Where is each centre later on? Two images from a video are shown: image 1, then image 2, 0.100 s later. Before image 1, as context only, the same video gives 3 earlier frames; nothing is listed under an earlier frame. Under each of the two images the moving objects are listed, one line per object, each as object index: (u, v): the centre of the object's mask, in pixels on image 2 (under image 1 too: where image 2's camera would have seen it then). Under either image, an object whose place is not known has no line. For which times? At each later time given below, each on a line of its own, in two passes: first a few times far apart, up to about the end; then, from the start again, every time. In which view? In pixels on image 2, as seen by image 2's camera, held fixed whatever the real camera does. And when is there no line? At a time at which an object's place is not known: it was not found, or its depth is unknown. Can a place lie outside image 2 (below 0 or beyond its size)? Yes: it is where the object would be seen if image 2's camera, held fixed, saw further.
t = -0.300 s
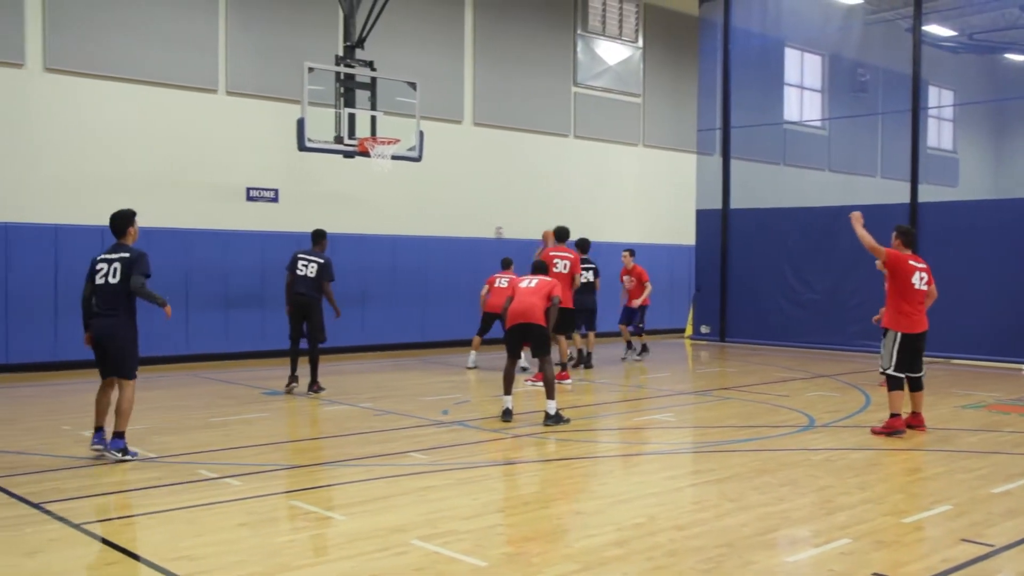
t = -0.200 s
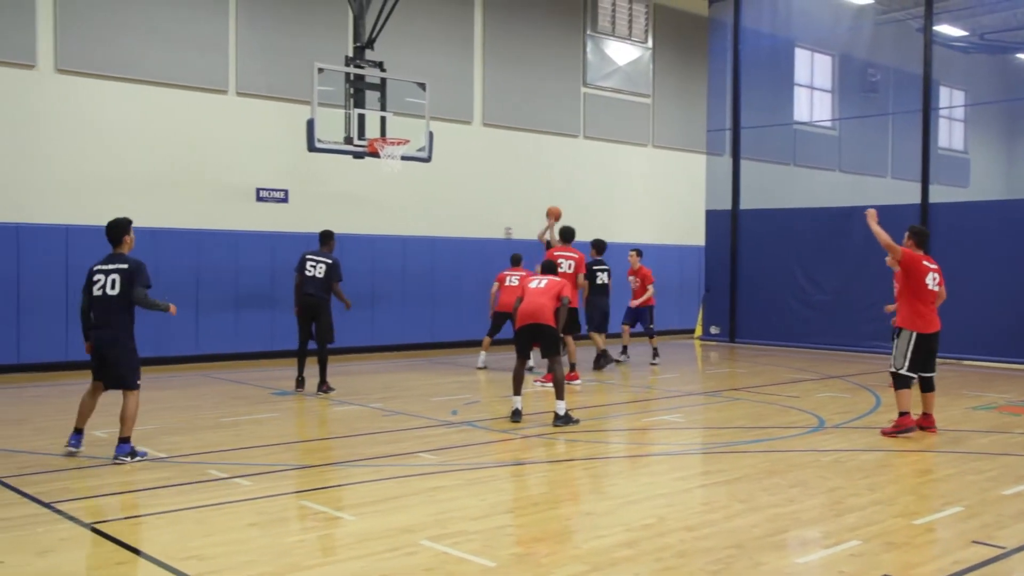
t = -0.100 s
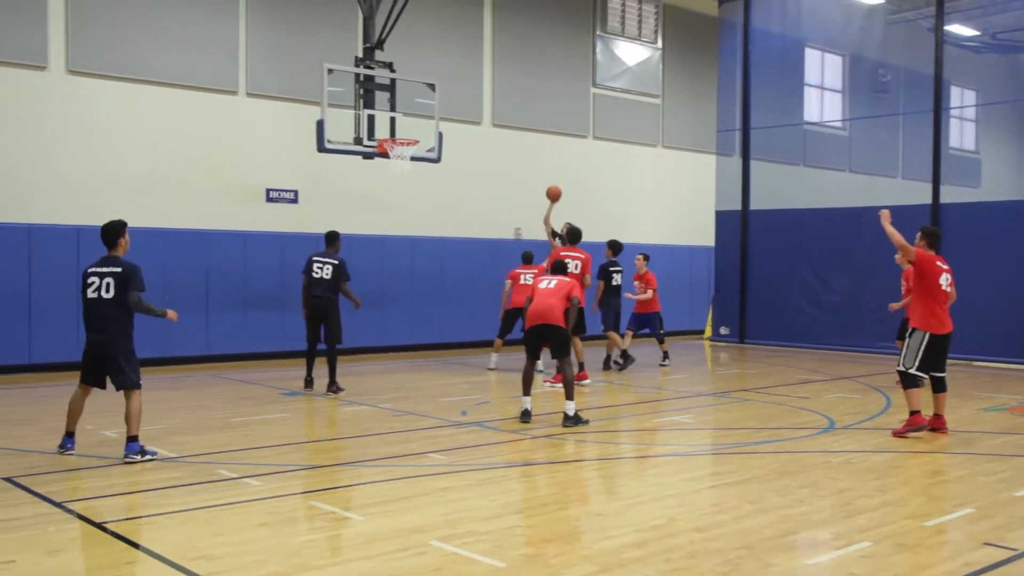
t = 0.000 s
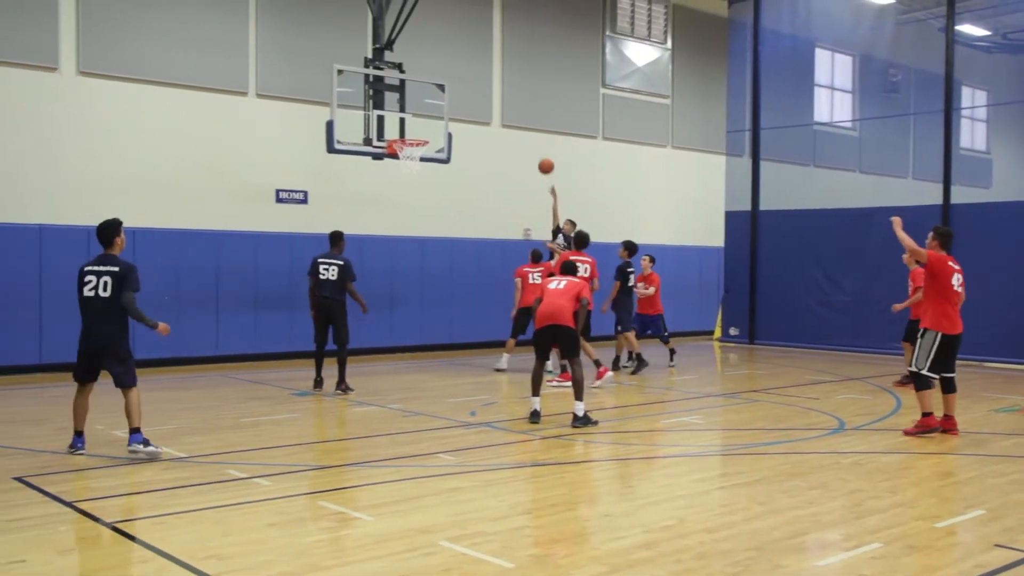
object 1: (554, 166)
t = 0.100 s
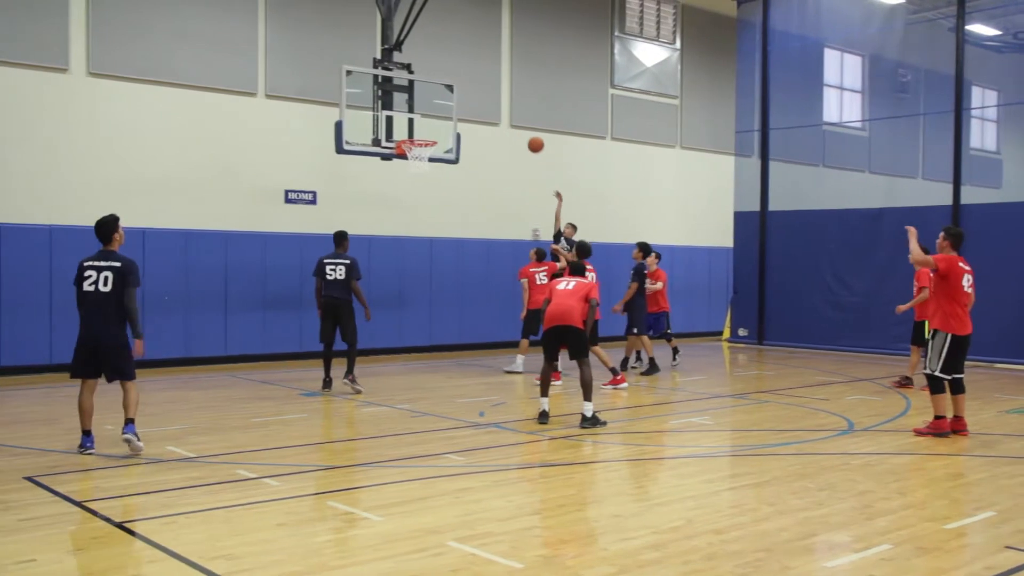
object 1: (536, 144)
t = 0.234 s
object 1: (509, 125)
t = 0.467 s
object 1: (460, 119)
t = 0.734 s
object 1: (411, 159)
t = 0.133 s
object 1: (529, 138)
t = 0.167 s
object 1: (523, 133)
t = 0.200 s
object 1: (516, 129)
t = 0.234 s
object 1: (509, 125)
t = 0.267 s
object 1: (503, 121)
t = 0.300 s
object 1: (495, 119)
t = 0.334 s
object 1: (489, 118)
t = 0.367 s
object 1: (482, 117)
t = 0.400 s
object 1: (475, 117)
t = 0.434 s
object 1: (468, 117)
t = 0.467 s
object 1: (460, 119)
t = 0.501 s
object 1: (452, 121)
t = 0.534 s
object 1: (445, 125)
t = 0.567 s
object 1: (437, 129)
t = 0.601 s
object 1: (430, 133)
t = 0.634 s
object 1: (423, 139)
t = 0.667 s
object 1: (417, 146)
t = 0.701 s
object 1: (413, 149)
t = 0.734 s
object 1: (411, 159)
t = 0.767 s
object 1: (409, 170)
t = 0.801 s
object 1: (408, 173)
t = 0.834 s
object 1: (407, 179)
